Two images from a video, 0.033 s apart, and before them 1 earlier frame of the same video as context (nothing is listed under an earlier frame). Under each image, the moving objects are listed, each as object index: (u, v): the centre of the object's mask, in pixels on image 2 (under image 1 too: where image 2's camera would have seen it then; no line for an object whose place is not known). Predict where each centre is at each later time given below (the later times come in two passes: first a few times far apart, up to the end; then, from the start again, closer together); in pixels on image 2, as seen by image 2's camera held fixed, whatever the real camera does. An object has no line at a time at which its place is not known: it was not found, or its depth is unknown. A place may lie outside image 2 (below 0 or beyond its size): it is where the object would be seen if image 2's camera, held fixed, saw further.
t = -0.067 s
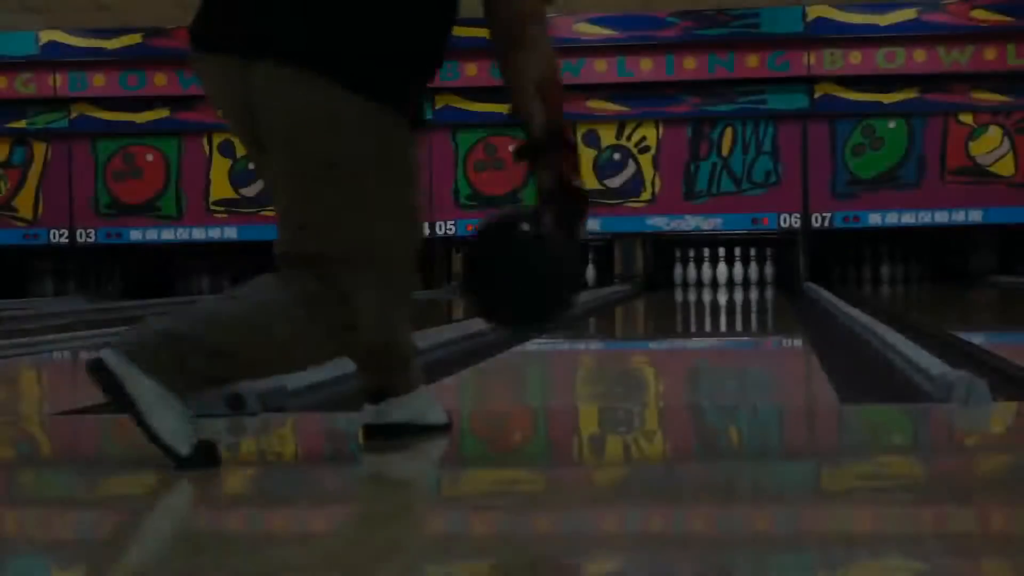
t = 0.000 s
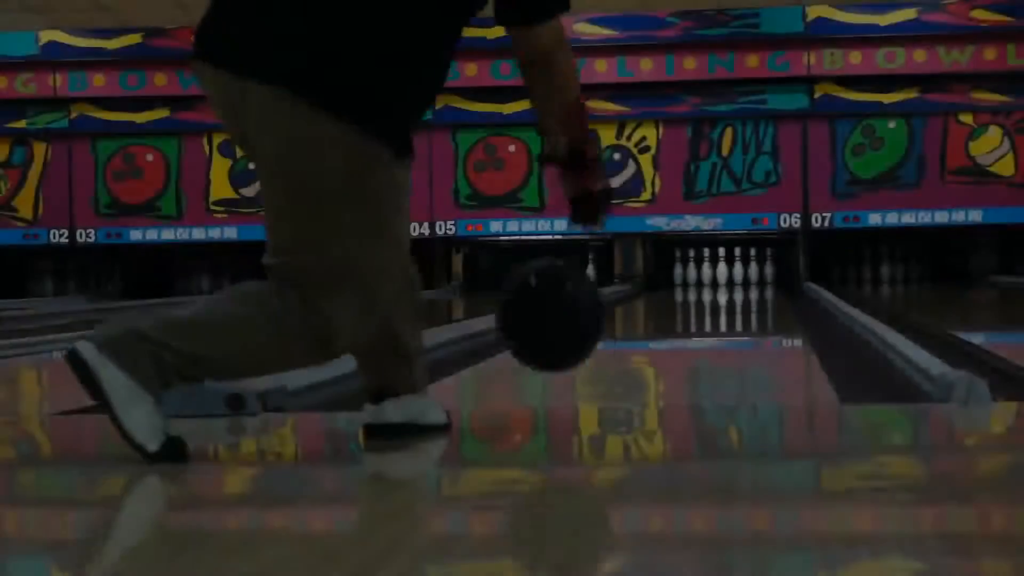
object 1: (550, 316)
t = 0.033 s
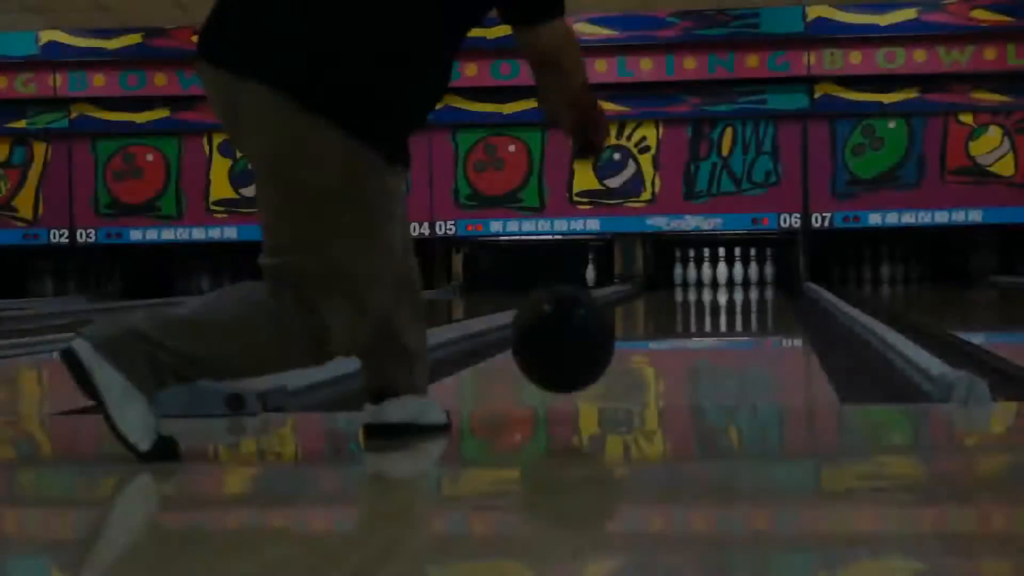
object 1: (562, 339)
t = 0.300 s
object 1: (624, 339)
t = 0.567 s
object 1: (656, 318)
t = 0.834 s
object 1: (682, 305)
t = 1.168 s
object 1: (702, 297)
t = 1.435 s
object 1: (703, 292)
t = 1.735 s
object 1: (709, 287)
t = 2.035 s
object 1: (712, 283)
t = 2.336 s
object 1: (714, 279)
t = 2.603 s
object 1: (712, 278)
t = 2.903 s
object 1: (707, 277)
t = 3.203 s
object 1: (698, 276)
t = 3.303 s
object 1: (693, 276)
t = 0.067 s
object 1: (573, 365)
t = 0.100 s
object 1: (582, 353)
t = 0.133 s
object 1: (591, 344)
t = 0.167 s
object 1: (598, 341)
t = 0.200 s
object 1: (605, 343)
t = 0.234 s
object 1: (613, 345)
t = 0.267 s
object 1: (619, 342)
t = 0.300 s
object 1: (624, 339)
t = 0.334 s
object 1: (629, 339)
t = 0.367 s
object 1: (634, 338)
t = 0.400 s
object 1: (638, 335)
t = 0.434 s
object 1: (643, 332)
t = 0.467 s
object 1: (646, 329)
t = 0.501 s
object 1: (649, 327)
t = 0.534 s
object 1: (654, 320)
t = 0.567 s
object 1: (656, 318)
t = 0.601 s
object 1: (660, 316)
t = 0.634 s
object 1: (663, 315)
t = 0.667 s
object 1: (666, 312)
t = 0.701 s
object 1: (668, 311)
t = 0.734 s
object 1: (671, 310)
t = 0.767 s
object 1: (673, 309)
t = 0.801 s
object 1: (674, 308)
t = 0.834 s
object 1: (682, 305)
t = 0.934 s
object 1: (699, 301)
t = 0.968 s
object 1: (701, 302)
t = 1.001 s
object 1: (702, 301)
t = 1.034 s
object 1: (703, 300)
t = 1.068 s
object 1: (703, 300)
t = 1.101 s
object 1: (703, 299)
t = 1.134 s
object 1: (703, 298)
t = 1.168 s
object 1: (702, 297)
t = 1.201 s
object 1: (702, 297)
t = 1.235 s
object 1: (702, 296)
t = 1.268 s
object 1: (702, 295)
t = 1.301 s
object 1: (701, 295)
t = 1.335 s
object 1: (701, 294)
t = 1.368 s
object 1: (700, 294)
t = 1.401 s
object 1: (703, 293)
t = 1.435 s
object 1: (703, 292)
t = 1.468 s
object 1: (704, 292)
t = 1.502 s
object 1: (704, 290)
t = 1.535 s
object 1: (705, 290)
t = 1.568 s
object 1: (705, 289)
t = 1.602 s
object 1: (706, 289)
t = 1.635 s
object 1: (707, 288)
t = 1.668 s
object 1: (708, 288)
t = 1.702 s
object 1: (709, 287)
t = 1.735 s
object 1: (709, 287)
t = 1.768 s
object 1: (709, 286)
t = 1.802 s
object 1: (710, 286)
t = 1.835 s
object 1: (710, 285)
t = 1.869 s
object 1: (711, 284)
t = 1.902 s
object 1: (711, 284)
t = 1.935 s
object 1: (712, 283)
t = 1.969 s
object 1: (711, 283)
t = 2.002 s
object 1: (712, 283)
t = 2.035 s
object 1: (712, 283)
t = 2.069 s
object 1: (713, 282)
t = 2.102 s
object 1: (713, 282)
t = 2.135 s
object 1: (713, 281)
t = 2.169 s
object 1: (713, 281)
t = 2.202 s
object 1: (713, 280)
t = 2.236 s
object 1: (714, 280)
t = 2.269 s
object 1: (713, 280)
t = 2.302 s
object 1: (714, 280)
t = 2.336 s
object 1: (714, 279)
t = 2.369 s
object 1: (714, 279)
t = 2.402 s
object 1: (714, 279)
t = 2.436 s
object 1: (714, 279)
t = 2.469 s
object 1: (713, 279)
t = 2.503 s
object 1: (713, 278)
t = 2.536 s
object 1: (713, 278)
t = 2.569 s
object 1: (712, 278)
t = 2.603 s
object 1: (712, 278)
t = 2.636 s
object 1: (712, 278)
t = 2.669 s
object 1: (711, 278)
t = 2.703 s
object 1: (711, 278)
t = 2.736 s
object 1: (710, 277)
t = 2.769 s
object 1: (710, 277)
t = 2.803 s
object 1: (710, 277)
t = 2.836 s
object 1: (708, 277)
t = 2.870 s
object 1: (708, 278)
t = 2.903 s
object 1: (707, 277)
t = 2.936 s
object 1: (706, 277)
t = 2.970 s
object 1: (706, 277)
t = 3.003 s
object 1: (706, 277)
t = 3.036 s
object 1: (705, 277)
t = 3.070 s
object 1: (703, 276)
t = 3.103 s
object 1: (701, 275)
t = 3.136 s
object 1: (700, 276)
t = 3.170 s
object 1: (699, 276)
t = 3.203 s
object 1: (698, 276)
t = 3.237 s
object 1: (697, 276)
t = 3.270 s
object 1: (695, 276)
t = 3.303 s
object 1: (693, 276)
